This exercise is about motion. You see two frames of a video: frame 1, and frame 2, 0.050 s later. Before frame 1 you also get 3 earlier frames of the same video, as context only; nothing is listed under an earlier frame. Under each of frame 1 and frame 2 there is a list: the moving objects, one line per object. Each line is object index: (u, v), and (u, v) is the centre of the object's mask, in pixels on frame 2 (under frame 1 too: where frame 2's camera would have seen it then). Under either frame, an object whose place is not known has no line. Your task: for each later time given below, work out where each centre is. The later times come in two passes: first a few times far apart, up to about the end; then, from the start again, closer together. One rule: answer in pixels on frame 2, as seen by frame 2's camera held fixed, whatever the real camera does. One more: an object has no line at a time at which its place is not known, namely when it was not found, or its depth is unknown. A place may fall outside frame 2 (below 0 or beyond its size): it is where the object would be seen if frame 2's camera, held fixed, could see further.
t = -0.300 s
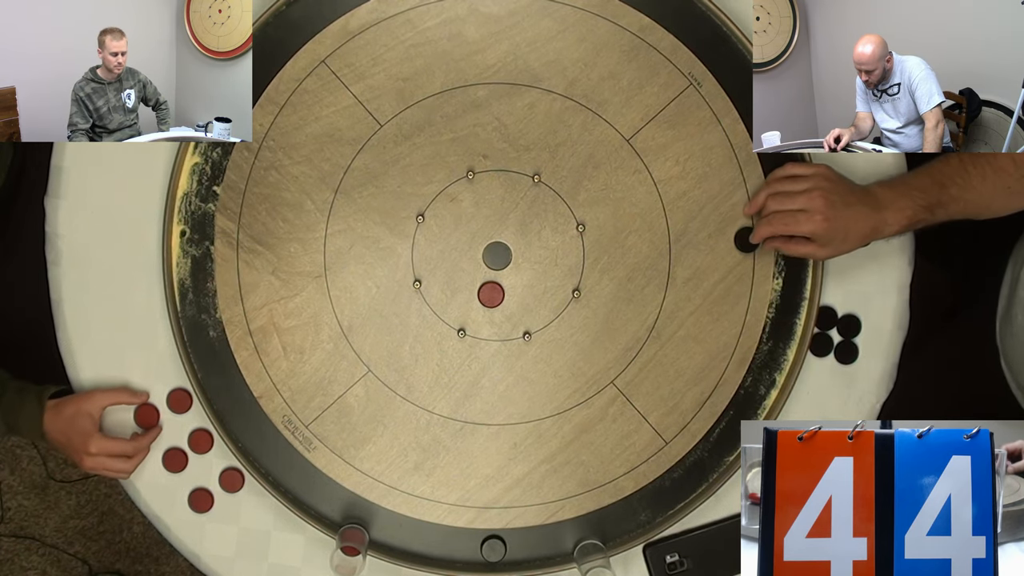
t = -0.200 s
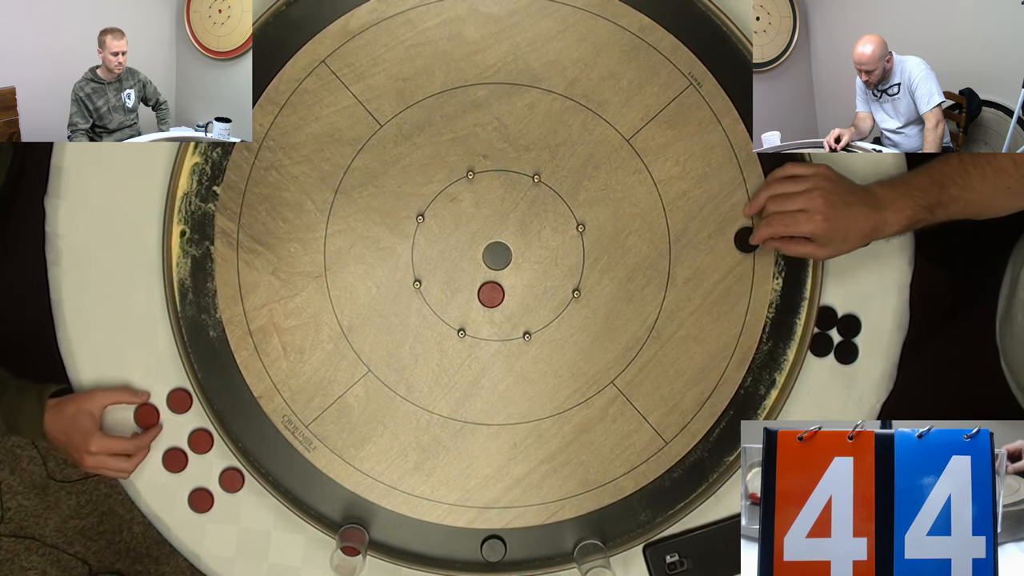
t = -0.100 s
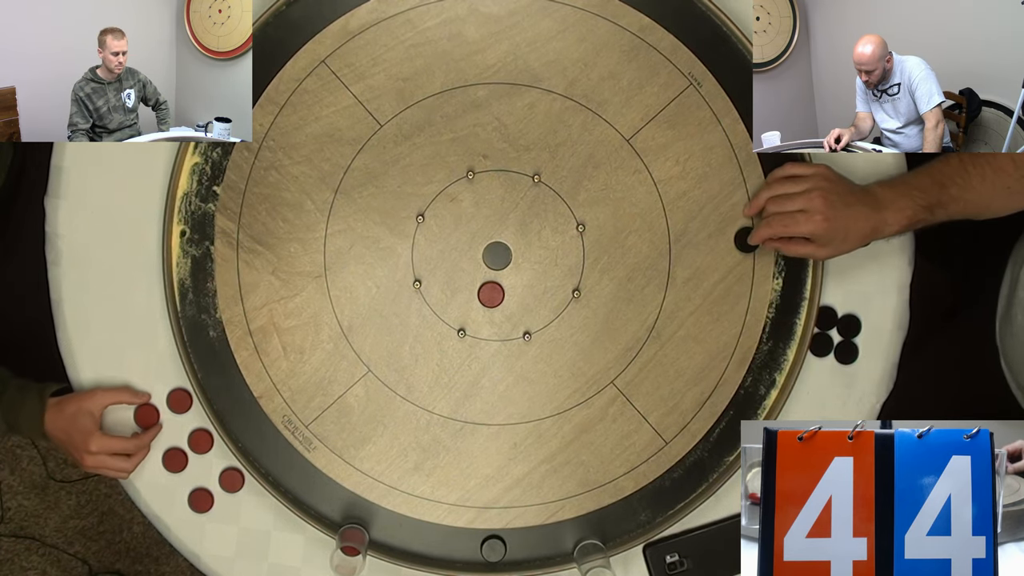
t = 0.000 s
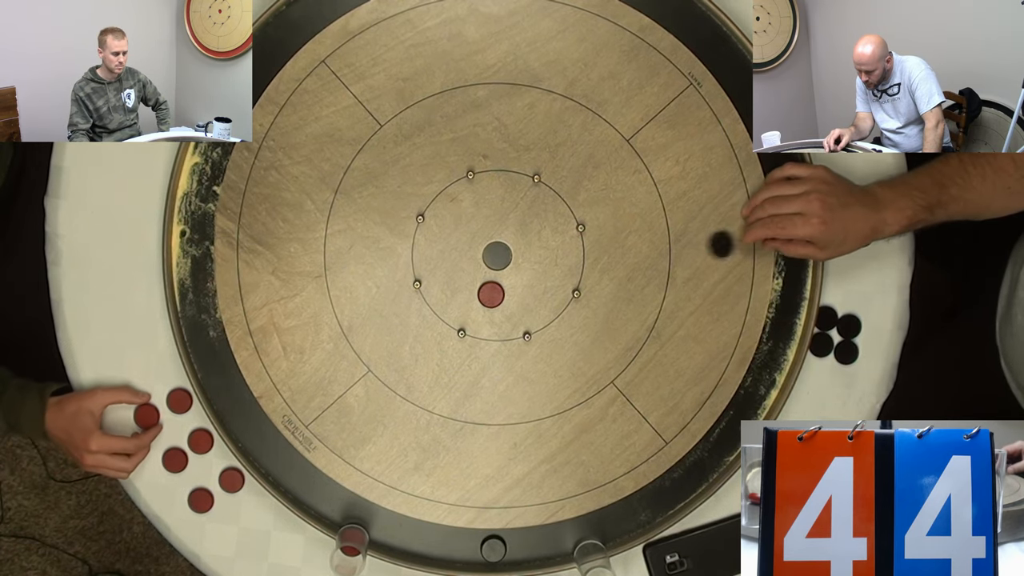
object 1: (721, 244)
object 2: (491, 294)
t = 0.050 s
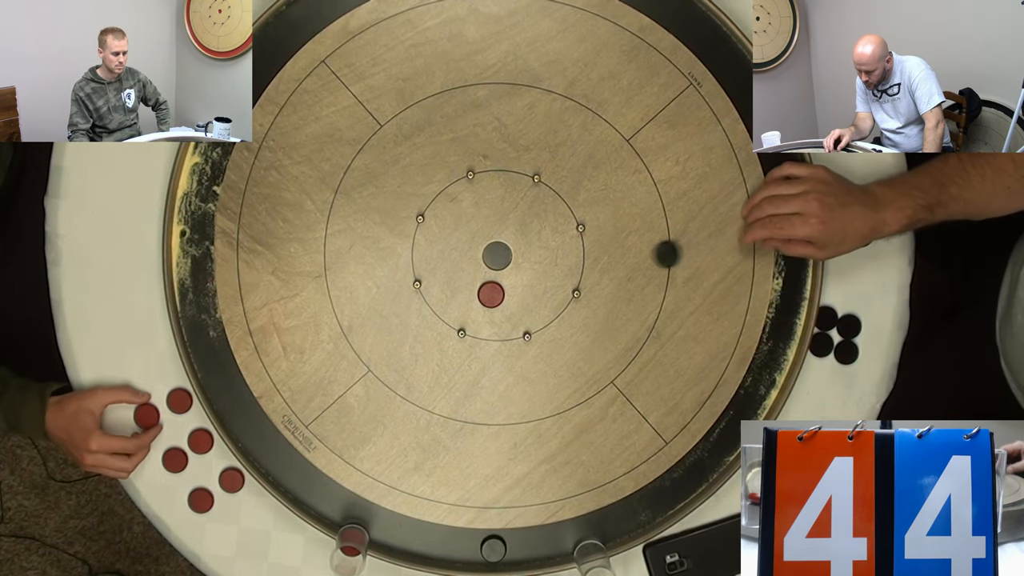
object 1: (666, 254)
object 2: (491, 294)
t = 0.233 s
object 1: (502, 271)
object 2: (463, 310)
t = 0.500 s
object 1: (444, 220)
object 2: (298, 405)
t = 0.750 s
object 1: (440, 196)
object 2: (246, 430)
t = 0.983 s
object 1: (440, 195)
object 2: (252, 427)
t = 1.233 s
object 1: (440, 195)
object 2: (252, 426)
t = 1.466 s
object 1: (440, 195)
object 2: (252, 427)
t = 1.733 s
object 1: (440, 195)
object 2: (252, 427)
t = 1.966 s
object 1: (440, 195)
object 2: (252, 427)
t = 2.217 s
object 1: (440, 195)
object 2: (252, 427)
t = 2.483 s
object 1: (440, 195)
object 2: (252, 427)
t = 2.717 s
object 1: (440, 195)
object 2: (252, 427)
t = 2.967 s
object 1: (440, 195)
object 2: (252, 427)
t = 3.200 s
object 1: (440, 195)
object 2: (252, 427)
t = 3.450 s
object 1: (440, 195)
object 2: (252, 427)
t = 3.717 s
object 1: (440, 195)
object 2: (252, 427)
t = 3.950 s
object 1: (440, 195)
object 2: (252, 427)
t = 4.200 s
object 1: (440, 195)
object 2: (252, 427)
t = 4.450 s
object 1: (440, 195)
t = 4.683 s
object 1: (440, 195)
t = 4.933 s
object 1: (440, 195)
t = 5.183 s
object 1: (440, 195)
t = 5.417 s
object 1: (440, 195)
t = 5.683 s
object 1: (440, 195)
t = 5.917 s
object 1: (440, 195)
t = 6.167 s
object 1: (440, 195)
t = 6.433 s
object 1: (440, 195)
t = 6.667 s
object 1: (440, 195)
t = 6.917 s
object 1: (440, 195)
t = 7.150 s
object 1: (440, 195)
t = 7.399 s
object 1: (440, 195)
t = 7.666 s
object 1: (440, 195)
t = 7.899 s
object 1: (440, 195)
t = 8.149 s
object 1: (440, 195)
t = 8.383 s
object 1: (440, 195)
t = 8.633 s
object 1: (440, 195)
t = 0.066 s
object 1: (649, 257)
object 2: (491, 294)
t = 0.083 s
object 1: (631, 260)
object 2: (491, 294)
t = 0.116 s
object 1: (596, 266)
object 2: (491, 294)
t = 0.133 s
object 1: (578, 269)
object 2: (491, 294)
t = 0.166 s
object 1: (544, 275)
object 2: (491, 294)
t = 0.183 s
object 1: (527, 277)
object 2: (491, 294)
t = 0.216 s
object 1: (507, 275)
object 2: (476, 302)
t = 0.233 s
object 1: (502, 271)
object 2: (463, 310)
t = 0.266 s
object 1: (492, 264)
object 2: (440, 324)
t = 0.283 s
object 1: (488, 260)
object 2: (428, 330)
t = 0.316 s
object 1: (479, 254)
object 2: (406, 343)
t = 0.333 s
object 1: (475, 250)
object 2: (395, 349)
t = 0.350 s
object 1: (472, 247)
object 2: (384, 356)
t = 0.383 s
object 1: (465, 240)
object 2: (363, 368)
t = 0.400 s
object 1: (462, 237)
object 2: (353, 373)
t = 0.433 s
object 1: (455, 231)
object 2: (334, 384)
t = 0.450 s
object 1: (452, 228)
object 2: (324, 390)
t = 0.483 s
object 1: (446, 223)
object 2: (306, 400)
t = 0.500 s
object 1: (444, 220)
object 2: (298, 405)
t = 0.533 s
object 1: (439, 216)
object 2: (281, 414)
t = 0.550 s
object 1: (437, 214)
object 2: (273, 419)
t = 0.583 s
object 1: (438, 209)
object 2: (258, 426)
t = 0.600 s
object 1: (439, 207)
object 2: (251, 431)
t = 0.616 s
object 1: (440, 205)
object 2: (247, 433)
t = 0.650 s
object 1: (440, 202)
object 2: (256, 424)
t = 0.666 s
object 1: (440, 201)
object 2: (256, 424)
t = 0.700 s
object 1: (441, 198)
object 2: (250, 428)
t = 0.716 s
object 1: (441, 197)
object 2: (247, 429)
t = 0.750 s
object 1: (440, 196)
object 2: (246, 430)
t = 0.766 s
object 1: (440, 196)
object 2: (248, 429)
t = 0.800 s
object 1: (440, 195)
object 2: (250, 428)
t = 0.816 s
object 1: (440, 195)
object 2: (251, 427)
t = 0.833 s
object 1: (440, 195)
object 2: (251, 427)
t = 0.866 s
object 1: (440, 195)
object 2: (252, 427)
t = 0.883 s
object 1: (440, 195)
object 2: (252, 427)
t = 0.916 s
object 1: (440, 195)
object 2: (252, 427)
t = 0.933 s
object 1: (440, 195)
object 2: (252, 426)
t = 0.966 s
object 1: (440, 195)
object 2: (252, 427)
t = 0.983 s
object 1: (440, 195)
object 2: (252, 427)
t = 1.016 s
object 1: (440, 195)
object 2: (252, 426)
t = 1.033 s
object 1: (440, 195)
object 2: (252, 427)
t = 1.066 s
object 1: (440, 195)
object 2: (252, 427)
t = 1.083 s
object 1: (440, 195)
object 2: (252, 426)
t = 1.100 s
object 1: (440, 195)
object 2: (252, 427)
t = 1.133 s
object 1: (440, 195)
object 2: (252, 427)
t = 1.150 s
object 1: (440, 195)
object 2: (252, 427)
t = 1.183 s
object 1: (440, 195)
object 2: (252, 427)
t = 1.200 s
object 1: (440, 195)
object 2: (252, 426)
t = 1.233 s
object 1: (440, 195)
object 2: (252, 426)
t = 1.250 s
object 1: (440, 195)
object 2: (252, 427)
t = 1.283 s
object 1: (440, 195)
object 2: (252, 427)
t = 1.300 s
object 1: (440, 195)
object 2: (252, 427)
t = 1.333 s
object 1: (440, 195)
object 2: (252, 427)
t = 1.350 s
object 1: (440, 195)
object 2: (252, 426)
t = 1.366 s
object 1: (440, 195)
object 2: (252, 427)
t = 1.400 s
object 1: (440, 195)
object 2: (252, 427)
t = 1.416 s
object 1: (440, 195)
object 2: (252, 426)
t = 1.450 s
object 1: (440, 195)
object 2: (252, 426)
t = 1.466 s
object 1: (440, 195)
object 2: (252, 427)
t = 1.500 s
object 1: (440, 195)
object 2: (252, 426)
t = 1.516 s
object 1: (440, 195)
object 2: (252, 426)
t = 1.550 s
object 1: (440, 195)
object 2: (252, 427)
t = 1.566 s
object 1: (440, 195)
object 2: (252, 426)
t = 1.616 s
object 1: (440, 195)
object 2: (252, 427)
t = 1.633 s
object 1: (440, 195)
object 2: (252, 427)
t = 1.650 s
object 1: (440, 195)
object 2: (252, 426)
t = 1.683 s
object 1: (440, 195)
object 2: (252, 427)
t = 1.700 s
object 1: (440, 195)
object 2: (252, 426)
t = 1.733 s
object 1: (440, 195)
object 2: (252, 427)
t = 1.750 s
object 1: (440, 195)
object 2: (252, 427)
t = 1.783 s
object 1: (440, 195)
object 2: (252, 427)
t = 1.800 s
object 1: (440, 195)
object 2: (252, 427)
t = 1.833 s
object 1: (440, 195)
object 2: (252, 426)
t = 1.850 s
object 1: (440, 195)
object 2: (252, 427)
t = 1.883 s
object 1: (440, 195)
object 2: (252, 427)
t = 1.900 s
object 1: (440, 195)
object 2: (252, 427)
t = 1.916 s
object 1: (440, 195)
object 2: (252, 427)
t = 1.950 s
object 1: (440, 195)
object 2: (252, 427)
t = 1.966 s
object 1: (440, 195)
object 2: (252, 427)
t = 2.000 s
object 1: (440, 195)
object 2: (252, 427)
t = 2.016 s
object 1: (440, 195)
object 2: (252, 427)
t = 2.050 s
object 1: (440, 195)
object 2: (252, 427)
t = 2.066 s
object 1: (440, 195)
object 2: (252, 427)
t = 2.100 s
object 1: (440, 195)
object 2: (252, 426)
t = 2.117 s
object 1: (440, 195)
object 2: (252, 427)
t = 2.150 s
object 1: (440, 195)
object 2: (252, 427)
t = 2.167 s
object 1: (440, 195)
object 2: (252, 427)
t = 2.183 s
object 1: (440, 195)
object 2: (252, 427)
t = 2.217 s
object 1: (440, 195)
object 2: (252, 427)
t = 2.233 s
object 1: (440, 195)
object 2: (252, 427)
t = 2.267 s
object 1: (440, 195)
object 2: (252, 427)
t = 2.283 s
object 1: (440, 195)
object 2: (252, 427)
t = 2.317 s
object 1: (440, 195)
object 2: (252, 427)
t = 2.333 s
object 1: (440, 195)
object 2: (252, 427)
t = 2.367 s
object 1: (440, 195)
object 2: (252, 427)
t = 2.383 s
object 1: (440, 195)
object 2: (252, 427)
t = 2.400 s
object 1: (440, 195)
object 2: (252, 427)
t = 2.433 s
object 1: (440, 195)
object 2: (252, 427)
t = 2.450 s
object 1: (440, 195)
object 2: (252, 427)
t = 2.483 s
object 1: (440, 195)
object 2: (252, 427)
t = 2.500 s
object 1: (440, 195)
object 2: (252, 427)
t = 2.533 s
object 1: (440, 195)
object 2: (252, 427)
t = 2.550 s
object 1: (440, 195)
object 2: (252, 427)
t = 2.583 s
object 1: (440, 195)
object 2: (252, 427)
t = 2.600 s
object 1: (440, 195)
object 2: (252, 427)
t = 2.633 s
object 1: (440, 195)
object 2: (252, 427)
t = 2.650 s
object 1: (440, 195)
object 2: (252, 427)
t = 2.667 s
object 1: (440, 195)
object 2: (252, 427)
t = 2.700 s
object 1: (440, 195)
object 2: (252, 427)
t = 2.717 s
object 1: (440, 195)
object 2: (252, 427)
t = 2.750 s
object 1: (440, 195)
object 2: (252, 427)
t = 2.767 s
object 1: (440, 195)
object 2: (252, 427)
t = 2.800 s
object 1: (440, 195)
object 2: (252, 427)
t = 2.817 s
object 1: (440, 195)
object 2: (252, 427)
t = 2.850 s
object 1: (440, 195)
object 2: (252, 427)
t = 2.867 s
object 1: (440, 195)
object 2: (252, 427)
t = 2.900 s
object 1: (440, 195)
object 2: (252, 427)
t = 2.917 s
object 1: (440, 195)
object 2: (252, 427)
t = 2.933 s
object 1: (440, 195)
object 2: (252, 427)
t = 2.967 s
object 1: (440, 195)
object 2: (252, 427)
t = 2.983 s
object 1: (440, 195)
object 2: (252, 427)
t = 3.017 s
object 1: (440, 195)
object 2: (252, 427)
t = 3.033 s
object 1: (440, 195)
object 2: (252, 427)
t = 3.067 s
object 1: (440, 195)
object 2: (252, 427)
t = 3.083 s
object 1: (440, 195)
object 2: (252, 427)
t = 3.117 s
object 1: (440, 195)
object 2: (252, 427)
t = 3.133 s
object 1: (440, 195)
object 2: (252, 427)
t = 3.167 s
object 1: (440, 195)
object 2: (252, 427)
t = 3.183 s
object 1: (440, 195)
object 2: (252, 427)
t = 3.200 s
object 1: (440, 195)
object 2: (252, 427)
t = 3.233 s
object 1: (440, 195)
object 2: (252, 427)
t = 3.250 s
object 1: (440, 195)
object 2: (252, 427)
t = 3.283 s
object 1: (440, 195)
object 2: (252, 427)
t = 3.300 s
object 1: (440, 195)
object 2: (252, 427)
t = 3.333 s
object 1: (440, 195)
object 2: (252, 427)
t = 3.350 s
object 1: (440, 195)
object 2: (252, 427)
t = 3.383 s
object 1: (440, 195)
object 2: (252, 426)
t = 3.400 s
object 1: (440, 195)
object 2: (252, 427)
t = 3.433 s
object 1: (440, 195)
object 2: (252, 427)
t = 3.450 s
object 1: (440, 195)
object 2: (252, 427)
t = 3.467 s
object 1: (440, 195)
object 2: (252, 427)
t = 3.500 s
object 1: (440, 195)
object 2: (252, 427)
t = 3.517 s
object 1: (440, 195)
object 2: (252, 427)
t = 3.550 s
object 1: (440, 195)
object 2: (252, 427)
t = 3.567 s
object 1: (440, 195)
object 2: (252, 427)
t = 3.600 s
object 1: (440, 195)
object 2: (252, 427)
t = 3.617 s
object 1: (440, 195)
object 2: (252, 427)
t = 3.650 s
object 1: (440, 195)
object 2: (252, 427)
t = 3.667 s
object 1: (440, 195)
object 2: (252, 427)
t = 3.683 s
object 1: (440, 195)
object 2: (252, 427)
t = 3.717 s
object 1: (440, 195)
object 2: (252, 427)
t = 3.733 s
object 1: (440, 195)
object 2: (252, 427)
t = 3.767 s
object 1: (440, 195)
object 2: (252, 427)
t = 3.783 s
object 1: (440, 195)
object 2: (252, 427)
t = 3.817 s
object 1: (440, 195)
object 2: (252, 427)
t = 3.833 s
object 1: (440, 195)
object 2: (252, 427)
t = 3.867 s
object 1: (440, 195)
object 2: (252, 427)
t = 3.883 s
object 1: (440, 195)
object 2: (252, 426)
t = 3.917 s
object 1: (440, 195)
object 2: (252, 427)
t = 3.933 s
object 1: (440, 195)
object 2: (252, 426)
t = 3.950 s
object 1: (440, 195)
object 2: (252, 427)
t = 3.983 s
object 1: (440, 195)
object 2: (252, 427)
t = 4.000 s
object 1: (440, 195)
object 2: (252, 427)
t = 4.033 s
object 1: (440, 195)
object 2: (252, 427)
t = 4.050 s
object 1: (440, 195)
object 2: (252, 427)
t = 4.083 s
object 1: (440, 195)
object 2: (252, 427)
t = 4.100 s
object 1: (440, 195)
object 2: (252, 427)
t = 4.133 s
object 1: (440, 195)
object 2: (252, 427)
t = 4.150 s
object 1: (440, 195)
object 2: (252, 427)
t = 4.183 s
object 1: (440, 195)
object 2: (252, 427)
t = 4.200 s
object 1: (440, 195)
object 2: (252, 427)
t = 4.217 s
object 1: (440, 195)
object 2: (252, 427)
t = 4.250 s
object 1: (440, 195)
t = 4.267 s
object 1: (440, 195)
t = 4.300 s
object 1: (440, 195)
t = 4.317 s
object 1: (440, 195)
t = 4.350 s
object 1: (440, 195)
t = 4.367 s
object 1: (440, 195)
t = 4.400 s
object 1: (440, 195)
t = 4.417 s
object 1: (440, 195)
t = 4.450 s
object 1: (440, 195)
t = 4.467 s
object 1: (440, 195)
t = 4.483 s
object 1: (440, 195)
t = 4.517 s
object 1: (440, 195)
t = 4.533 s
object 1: (440, 195)
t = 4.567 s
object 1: (440, 195)
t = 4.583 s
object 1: (440, 195)
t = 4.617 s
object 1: (440, 195)
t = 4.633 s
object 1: (440, 195)
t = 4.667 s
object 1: (440, 195)
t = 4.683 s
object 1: (440, 195)
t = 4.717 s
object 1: (440, 195)
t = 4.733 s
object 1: (440, 195)
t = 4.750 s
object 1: (440, 195)
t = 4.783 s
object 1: (440, 195)
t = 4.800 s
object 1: (440, 195)
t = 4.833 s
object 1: (440, 195)
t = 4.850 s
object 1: (440, 195)
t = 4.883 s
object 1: (440, 195)
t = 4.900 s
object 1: (440, 195)
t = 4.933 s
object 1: (440, 195)
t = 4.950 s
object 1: (440, 195)
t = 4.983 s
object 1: (440, 195)
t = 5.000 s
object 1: (440, 195)
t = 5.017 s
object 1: (440, 195)
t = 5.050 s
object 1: (440, 195)
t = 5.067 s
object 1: (440, 195)
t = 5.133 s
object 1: (440, 195)
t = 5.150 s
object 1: (440, 195)
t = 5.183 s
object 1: (440, 195)
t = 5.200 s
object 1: (440, 195)
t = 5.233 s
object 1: (440, 195)
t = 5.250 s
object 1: (440, 195)
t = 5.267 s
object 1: (440, 195)
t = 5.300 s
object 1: (440, 195)
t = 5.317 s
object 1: (440, 195)
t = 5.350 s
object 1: (440, 195)
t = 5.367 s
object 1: (440, 195)
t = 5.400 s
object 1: (440, 195)
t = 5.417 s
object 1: (440, 195)
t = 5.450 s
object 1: (440, 195)
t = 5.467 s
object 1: (440, 195)
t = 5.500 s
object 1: (440, 195)
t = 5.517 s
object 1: (440, 195)
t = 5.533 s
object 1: (440, 195)
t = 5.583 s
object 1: (440, 195)
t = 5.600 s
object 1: (440, 195)
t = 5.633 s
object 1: (440, 195)
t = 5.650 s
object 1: (440, 195)
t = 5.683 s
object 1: (440, 195)
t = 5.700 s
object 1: (440, 195)
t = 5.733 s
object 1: (440, 195)
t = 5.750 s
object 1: (440, 195)
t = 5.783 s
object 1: (440, 195)
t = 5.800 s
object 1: (440, 195)
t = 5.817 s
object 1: (440, 195)
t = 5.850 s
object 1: (440, 195)
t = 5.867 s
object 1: (440, 195)
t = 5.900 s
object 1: (440, 195)
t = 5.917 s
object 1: (440, 195)
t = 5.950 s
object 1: (440, 195)
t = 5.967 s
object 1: (440, 195)
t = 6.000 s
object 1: (440, 195)
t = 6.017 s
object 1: (440, 195)
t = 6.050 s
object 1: (440, 195)
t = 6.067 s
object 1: (440, 195)
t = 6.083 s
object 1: (440, 195)
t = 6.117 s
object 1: (440, 195)
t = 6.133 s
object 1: (440, 195)
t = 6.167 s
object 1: (440, 195)
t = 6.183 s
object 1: (440, 195)
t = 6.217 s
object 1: (440, 195)
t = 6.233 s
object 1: (440, 195)
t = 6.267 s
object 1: (440, 195)
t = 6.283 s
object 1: (440, 195)
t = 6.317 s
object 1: (440, 195)
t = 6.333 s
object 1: (440, 195)
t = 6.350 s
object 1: (440, 195)
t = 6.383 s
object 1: (440, 195)
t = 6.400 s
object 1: (440, 195)
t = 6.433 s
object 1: (440, 195)
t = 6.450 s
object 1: (440, 195)
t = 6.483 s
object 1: (440, 195)
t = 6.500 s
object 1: (440, 195)
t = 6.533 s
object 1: (440, 195)
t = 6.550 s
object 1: (440, 195)
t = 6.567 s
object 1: (440, 195)
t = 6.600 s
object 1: (440, 195)
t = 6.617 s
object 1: (440, 195)
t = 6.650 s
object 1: (440, 195)
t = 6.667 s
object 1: (440, 195)
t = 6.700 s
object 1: (440, 195)
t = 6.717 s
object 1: (440, 195)
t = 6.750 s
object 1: (440, 195)
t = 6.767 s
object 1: (440, 195)
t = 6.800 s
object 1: (440, 195)
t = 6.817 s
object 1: (440, 195)
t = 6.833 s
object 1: (440, 195)
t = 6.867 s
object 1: (440, 195)
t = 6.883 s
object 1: (440, 195)
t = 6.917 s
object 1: (440, 195)
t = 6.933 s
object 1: (440, 195)
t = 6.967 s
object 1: (440, 195)
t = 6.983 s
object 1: (440, 195)
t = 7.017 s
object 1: (440, 195)
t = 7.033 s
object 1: (440, 195)
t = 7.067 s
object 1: (440, 195)
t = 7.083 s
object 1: (440, 195)
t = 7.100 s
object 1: (440, 195)
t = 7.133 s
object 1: (440, 195)
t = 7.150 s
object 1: (440, 195)
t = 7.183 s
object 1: (440, 195)
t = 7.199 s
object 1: (440, 195)
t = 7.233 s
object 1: (440, 195)
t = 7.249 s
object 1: (440, 195)
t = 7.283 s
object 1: (440, 195)
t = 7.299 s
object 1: (440, 195)
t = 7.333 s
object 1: (440, 195)
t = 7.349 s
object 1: (440, 195)
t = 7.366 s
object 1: (440, 195)
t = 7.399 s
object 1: (440, 195)
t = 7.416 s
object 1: (440, 195)
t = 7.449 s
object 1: (440, 195)
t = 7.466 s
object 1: (440, 195)
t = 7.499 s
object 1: (440, 195)
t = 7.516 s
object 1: (440, 195)
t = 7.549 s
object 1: (440, 195)
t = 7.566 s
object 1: (440, 195)
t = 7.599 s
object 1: (440, 195)
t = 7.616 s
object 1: (440, 195)
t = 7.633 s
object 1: (440, 195)
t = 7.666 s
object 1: (440, 195)
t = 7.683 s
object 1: (440, 195)
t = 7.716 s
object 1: (440, 195)
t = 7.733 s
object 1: (440, 195)
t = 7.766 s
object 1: (440, 195)
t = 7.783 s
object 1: (440, 195)
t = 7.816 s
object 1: (440, 195)
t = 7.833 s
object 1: (440, 195)
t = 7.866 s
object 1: (440, 195)
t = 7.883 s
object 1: (440, 195)
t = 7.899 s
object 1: (440, 195)
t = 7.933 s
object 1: (440, 195)
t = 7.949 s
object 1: (440, 195)
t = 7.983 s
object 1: (440, 195)
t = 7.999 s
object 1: (440, 195)
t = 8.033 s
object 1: (440, 195)
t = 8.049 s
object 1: (440, 195)
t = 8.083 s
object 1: (440, 195)
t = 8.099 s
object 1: (440, 195)
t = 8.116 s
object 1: (440, 195)
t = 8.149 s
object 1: (440, 195)
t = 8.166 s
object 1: (440, 195)
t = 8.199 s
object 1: (440, 195)
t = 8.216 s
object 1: (440, 195)
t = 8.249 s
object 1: (440, 195)
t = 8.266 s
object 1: (440, 195)
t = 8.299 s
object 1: (440, 195)
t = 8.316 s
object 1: (440, 195)
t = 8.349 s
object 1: (440, 195)
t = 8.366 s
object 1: (440, 195)
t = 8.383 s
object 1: (440, 195)
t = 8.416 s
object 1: (440, 195)
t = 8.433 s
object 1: (440, 195)
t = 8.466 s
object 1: (440, 195)
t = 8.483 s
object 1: (440, 195)
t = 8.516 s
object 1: (440, 195)
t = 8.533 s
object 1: (440, 195)
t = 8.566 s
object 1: (440, 195)
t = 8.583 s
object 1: (440, 195)
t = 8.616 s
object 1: (440, 195)
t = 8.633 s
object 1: (440, 195)
